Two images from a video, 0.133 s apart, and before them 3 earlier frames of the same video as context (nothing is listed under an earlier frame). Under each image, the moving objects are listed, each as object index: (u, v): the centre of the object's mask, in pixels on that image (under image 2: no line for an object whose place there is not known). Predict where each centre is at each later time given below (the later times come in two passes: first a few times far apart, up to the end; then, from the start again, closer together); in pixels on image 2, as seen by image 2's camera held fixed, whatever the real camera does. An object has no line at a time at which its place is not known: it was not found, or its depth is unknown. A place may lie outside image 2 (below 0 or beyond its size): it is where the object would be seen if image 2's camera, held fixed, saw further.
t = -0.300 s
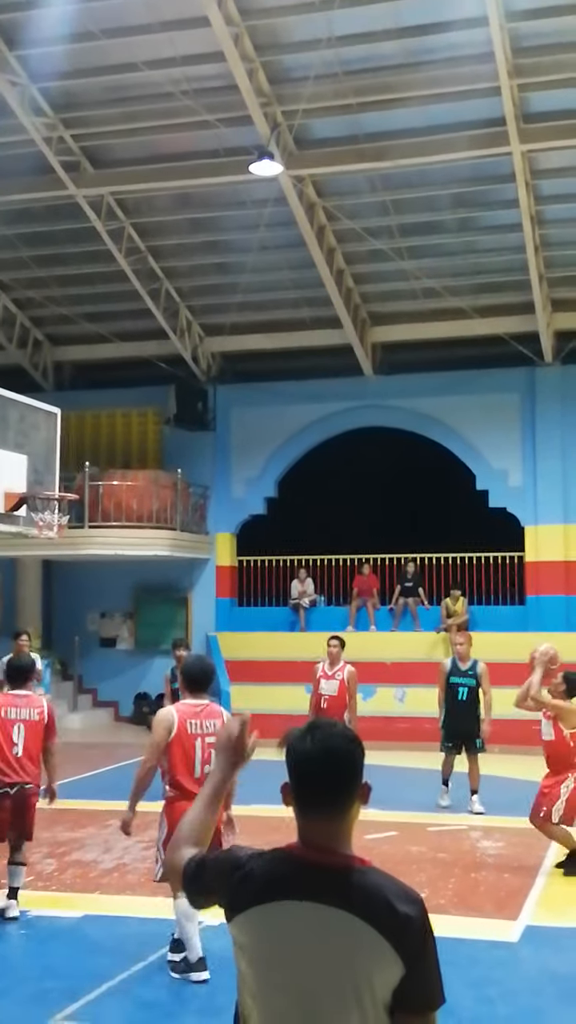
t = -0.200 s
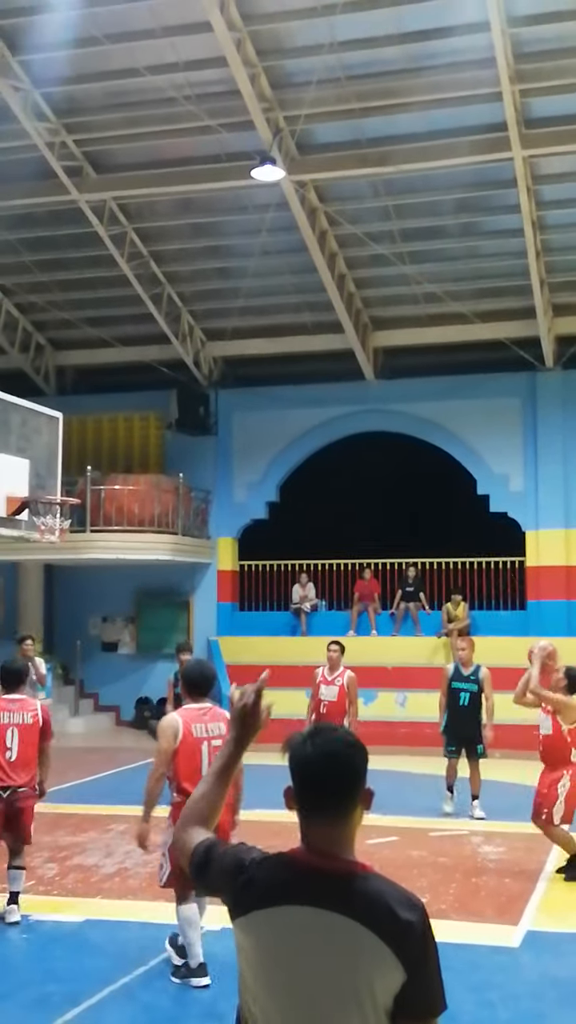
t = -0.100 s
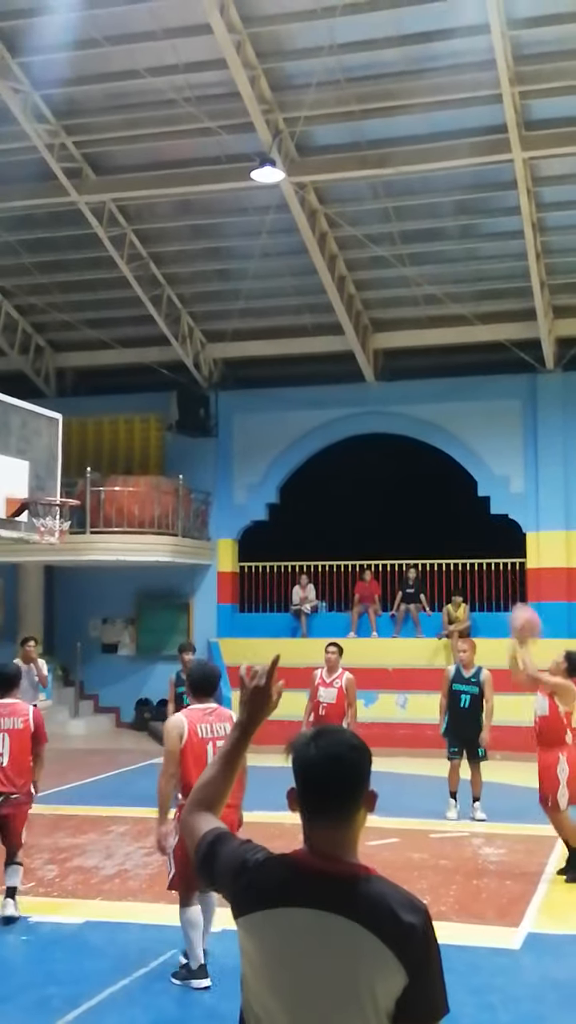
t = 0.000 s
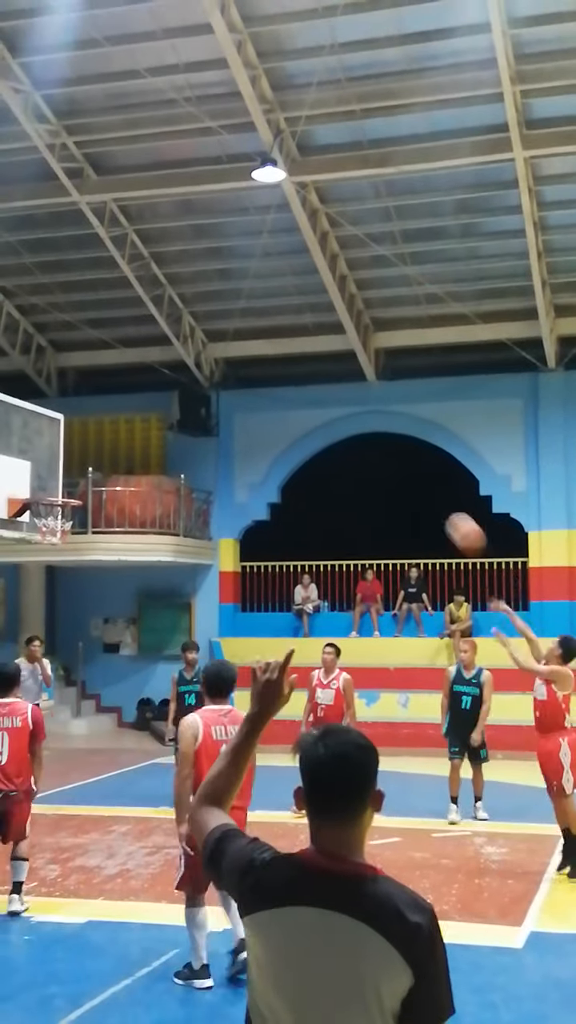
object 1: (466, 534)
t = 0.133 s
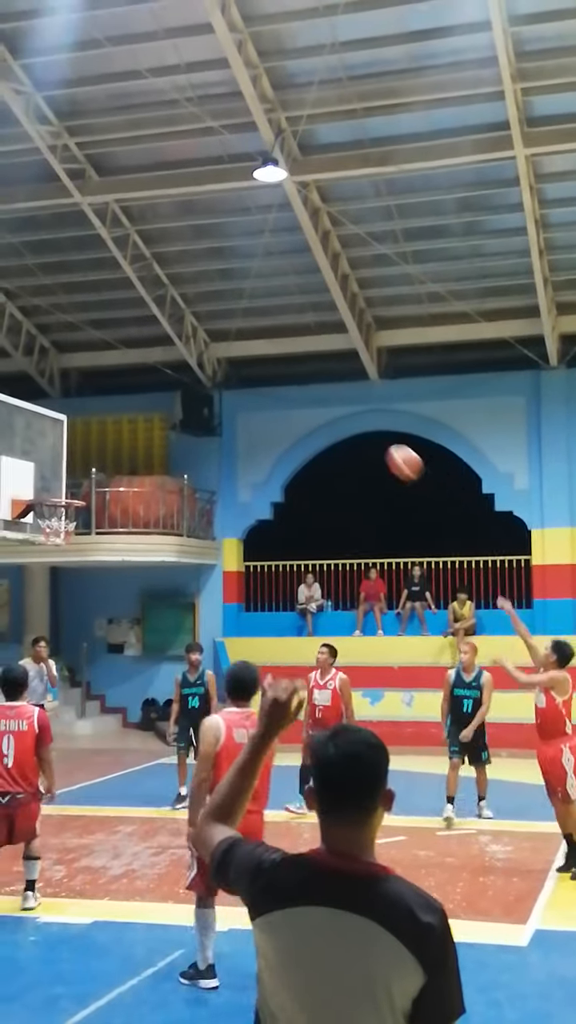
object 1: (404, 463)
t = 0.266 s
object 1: (344, 417)
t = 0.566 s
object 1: (220, 390)
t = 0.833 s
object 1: (120, 447)
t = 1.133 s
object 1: (64, 474)
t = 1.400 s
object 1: (57, 488)
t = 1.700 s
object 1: (56, 501)
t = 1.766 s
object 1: (52, 520)
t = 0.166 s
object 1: (389, 450)
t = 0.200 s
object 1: (374, 438)
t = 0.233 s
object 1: (359, 426)
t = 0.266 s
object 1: (344, 417)
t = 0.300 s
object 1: (329, 408)
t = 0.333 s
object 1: (315, 402)
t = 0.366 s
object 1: (301, 396)
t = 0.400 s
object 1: (287, 391)
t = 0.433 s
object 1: (274, 389)
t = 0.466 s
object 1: (261, 386)
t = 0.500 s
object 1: (247, 387)
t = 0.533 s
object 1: (234, 388)
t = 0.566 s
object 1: (220, 390)
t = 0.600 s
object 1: (207, 393)
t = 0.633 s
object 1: (194, 398)
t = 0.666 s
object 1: (181, 404)
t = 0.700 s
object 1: (168, 410)
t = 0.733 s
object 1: (157, 418)
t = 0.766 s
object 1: (144, 425)
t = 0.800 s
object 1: (131, 438)
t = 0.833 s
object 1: (120, 447)
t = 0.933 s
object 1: (83, 488)
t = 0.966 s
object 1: (79, 487)
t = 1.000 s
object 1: (77, 483)
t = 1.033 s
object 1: (74, 479)
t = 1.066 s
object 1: (70, 475)
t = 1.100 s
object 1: (68, 474)
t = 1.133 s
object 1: (64, 474)
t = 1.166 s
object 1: (61, 475)
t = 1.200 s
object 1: (58, 477)
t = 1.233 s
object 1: (55, 481)
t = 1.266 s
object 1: (52, 485)
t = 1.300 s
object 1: (50, 489)
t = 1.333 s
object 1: (48, 492)
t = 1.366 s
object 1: (50, 489)
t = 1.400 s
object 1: (57, 488)
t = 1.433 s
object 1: (61, 488)
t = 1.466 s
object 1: (64, 489)
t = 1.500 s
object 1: (68, 491)
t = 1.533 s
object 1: (67, 491)
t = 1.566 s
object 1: (65, 489)
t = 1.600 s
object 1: (63, 490)
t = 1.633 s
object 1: (61, 490)
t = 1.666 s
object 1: (59, 492)
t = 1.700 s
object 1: (56, 501)
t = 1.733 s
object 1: (54, 506)
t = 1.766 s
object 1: (52, 520)
